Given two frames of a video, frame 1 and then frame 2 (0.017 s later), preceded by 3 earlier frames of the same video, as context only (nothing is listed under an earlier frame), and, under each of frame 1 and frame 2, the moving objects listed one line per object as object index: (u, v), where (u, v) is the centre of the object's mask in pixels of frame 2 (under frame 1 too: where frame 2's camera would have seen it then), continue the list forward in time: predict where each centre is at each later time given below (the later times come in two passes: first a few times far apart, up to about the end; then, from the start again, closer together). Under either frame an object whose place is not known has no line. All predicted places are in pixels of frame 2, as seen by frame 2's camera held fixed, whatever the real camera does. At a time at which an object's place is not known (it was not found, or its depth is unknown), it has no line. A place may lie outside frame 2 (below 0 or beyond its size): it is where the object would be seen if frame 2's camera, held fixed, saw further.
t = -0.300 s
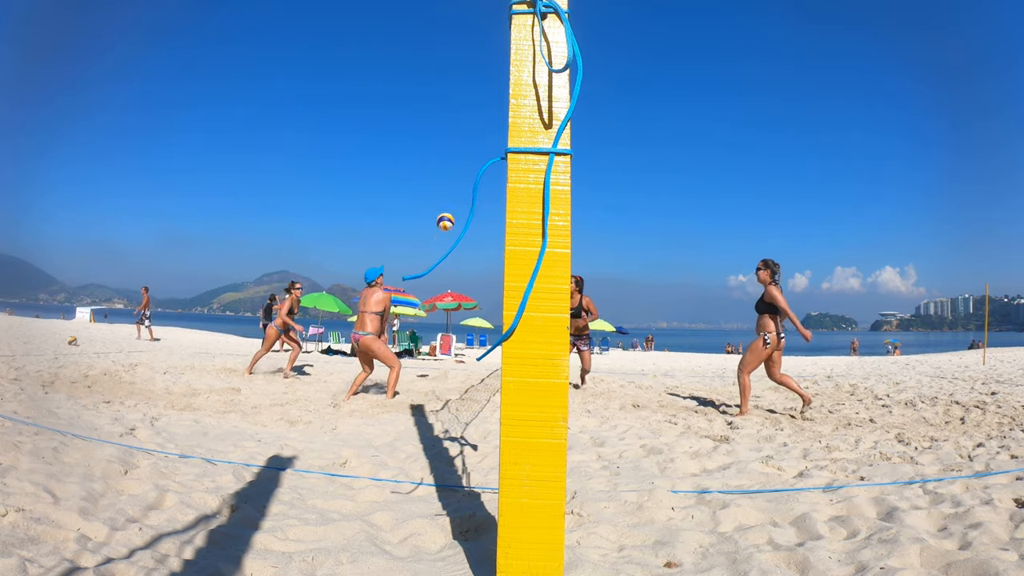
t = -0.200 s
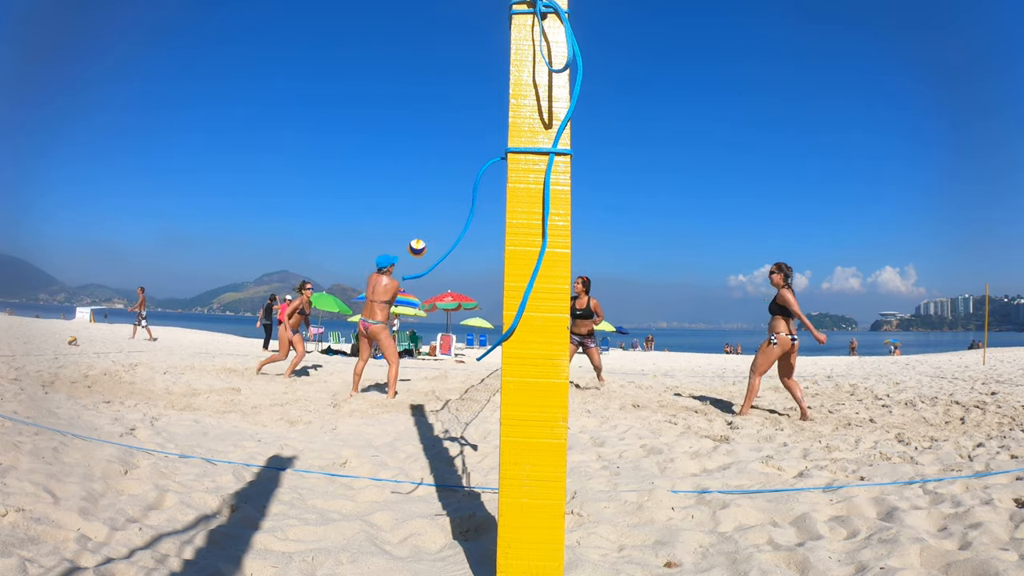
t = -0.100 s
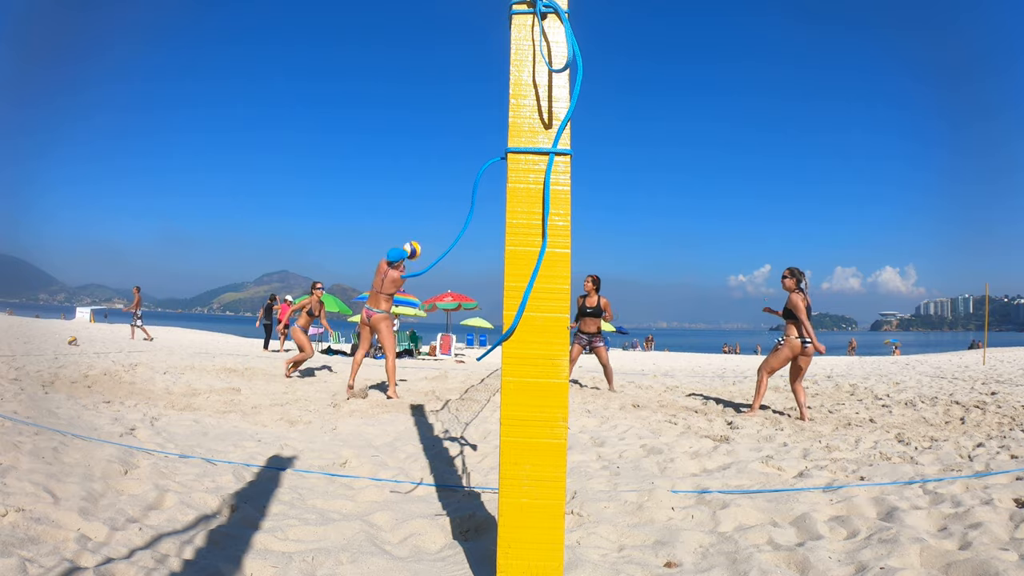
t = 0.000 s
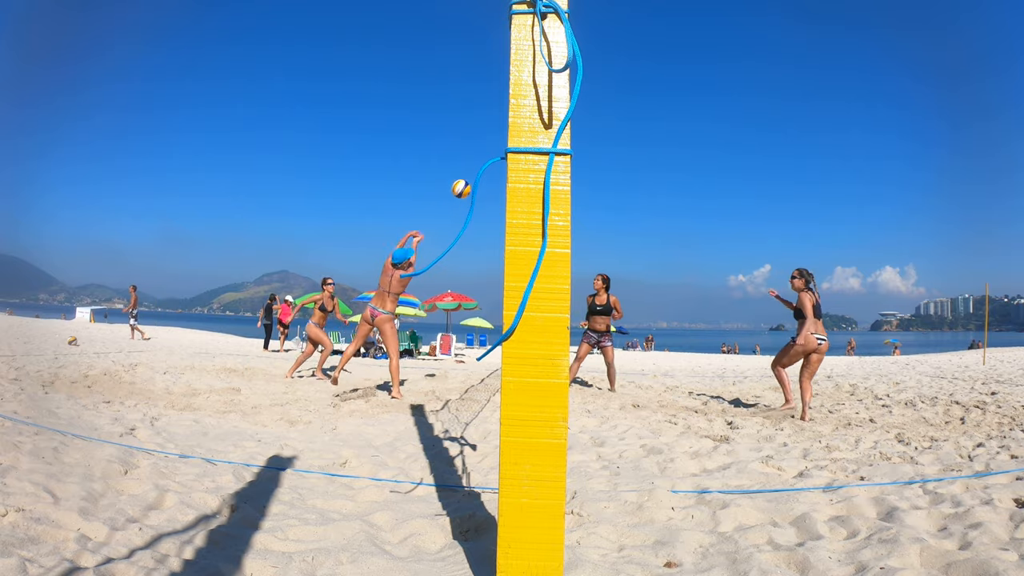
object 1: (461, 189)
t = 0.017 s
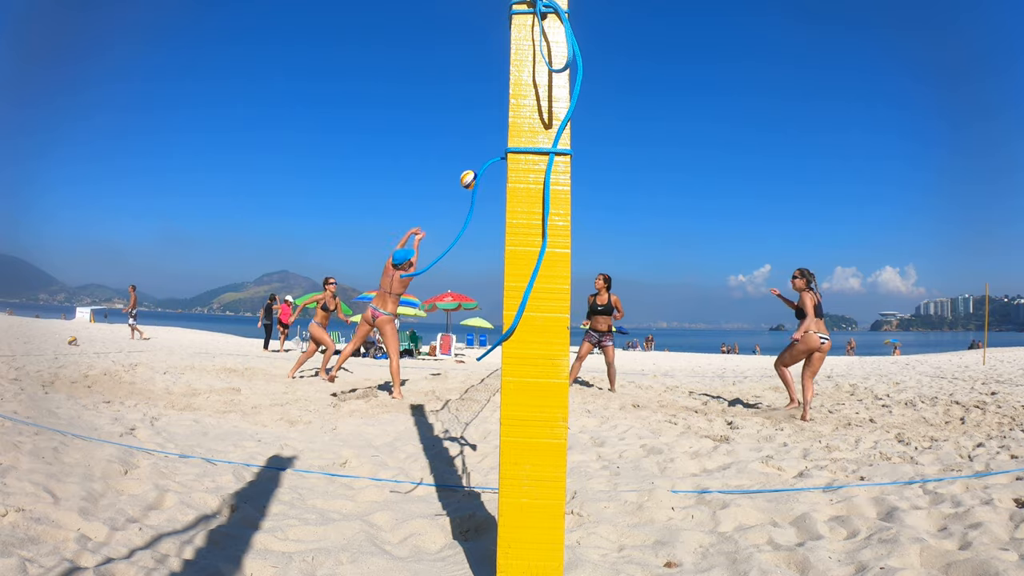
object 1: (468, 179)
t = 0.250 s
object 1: (577, 80)
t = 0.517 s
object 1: (686, 30)
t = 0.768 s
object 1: (779, 31)
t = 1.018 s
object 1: (869, 81)
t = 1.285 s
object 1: (961, 189)
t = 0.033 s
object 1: (476, 170)
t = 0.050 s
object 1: (483, 160)
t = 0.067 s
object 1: (493, 153)
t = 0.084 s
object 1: (500, 145)
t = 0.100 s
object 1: (504, 137)
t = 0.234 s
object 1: (572, 84)
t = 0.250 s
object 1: (577, 80)
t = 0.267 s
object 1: (587, 74)
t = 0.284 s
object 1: (592, 70)
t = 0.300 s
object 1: (599, 65)
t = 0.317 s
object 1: (606, 61)
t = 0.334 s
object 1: (613, 57)
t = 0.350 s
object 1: (620, 53)
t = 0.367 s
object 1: (627, 50)
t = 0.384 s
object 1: (634, 47)
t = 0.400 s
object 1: (640, 44)
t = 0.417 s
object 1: (647, 41)
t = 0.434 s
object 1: (653, 39)
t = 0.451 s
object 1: (660, 36)
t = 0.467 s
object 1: (667, 34)
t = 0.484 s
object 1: (673, 33)
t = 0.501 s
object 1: (680, 31)
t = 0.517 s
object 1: (686, 30)
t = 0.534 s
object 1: (692, 28)
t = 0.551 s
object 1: (699, 27)
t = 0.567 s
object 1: (705, 26)
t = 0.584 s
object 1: (711, 26)
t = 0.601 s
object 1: (717, 26)
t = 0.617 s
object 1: (724, 25)
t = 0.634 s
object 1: (730, 25)
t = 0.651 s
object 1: (736, 25)
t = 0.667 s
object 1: (742, 26)
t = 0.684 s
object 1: (748, 26)
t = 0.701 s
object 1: (754, 27)
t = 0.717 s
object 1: (761, 27)
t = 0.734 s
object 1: (767, 29)
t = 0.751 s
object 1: (773, 30)
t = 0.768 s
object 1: (779, 31)
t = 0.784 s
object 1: (785, 33)
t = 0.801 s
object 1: (791, 35)
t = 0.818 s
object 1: (797, 37)
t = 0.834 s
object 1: (804, 40)
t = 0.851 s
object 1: (809, 42)
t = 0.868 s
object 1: (815, 45)
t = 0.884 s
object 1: (821, 49)
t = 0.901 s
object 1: (827, 52)
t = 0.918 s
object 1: (833, 55)
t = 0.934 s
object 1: (839, 59)
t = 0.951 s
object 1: (845, 63)
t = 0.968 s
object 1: (852, 67)
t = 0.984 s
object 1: (857, 71)
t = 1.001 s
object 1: (864, 76)
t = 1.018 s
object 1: (869, 81)
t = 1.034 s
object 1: (875, 86)
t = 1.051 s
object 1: (881, 91)
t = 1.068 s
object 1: (887, 96)
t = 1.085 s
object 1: (893, 102)
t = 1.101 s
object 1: (899, 107)
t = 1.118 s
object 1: (905, 114)
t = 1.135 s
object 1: (911, 120)
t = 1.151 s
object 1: (917, 126)
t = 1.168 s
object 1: (923, 133)
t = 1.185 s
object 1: (928, 140)
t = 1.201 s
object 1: (934, 148)
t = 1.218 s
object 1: (940, 155)
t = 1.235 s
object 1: (945, 164)
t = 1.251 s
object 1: (950, 172)
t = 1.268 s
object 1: (956, 180)
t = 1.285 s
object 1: (961, 189)
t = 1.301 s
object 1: (966, 198)
